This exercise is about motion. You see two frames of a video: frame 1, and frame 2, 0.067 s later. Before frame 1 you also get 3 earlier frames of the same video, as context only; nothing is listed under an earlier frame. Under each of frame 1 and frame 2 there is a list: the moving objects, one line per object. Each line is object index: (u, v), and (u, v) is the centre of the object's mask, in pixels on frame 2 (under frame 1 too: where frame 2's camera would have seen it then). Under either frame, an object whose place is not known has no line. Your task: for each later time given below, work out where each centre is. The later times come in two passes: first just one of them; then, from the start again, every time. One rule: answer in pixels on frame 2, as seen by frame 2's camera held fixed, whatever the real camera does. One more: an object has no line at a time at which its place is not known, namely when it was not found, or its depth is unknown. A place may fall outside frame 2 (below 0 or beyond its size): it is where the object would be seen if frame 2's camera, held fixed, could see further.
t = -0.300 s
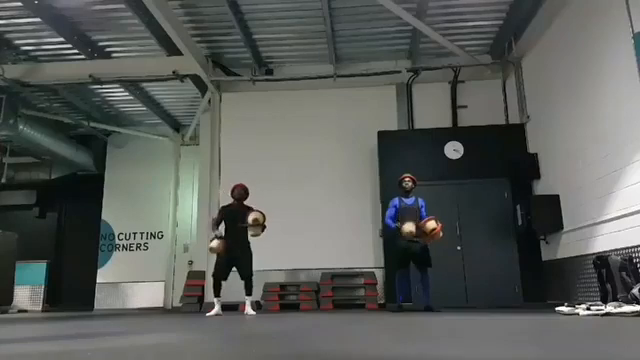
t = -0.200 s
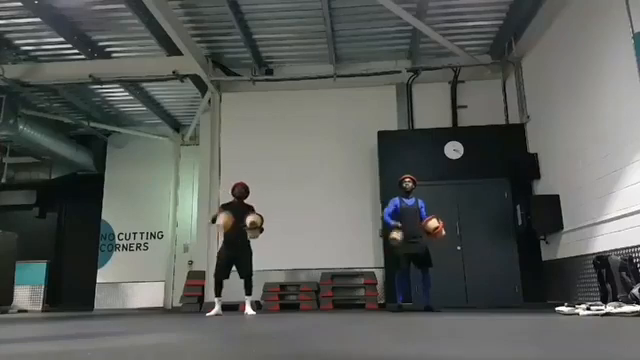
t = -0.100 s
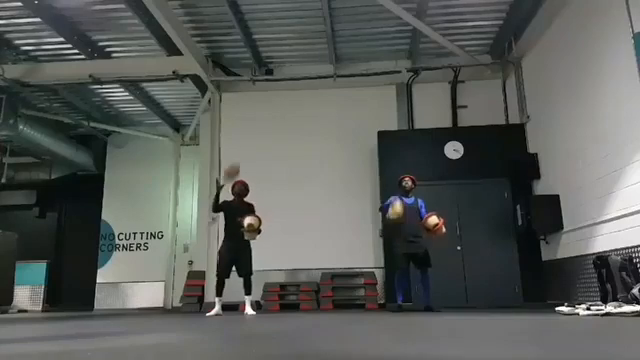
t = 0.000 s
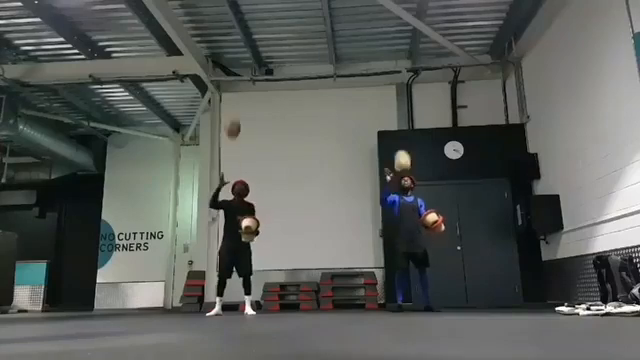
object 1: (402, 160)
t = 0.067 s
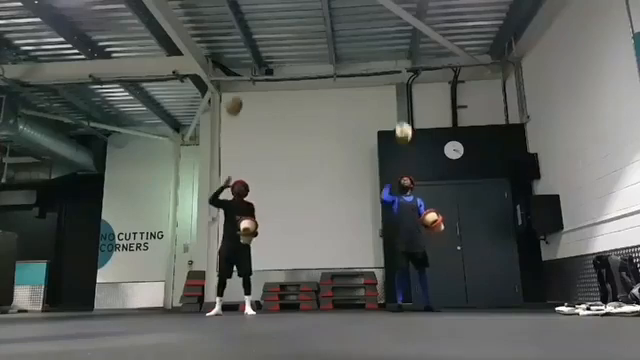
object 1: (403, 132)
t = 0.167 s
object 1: (405, 94)
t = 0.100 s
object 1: (404, 119)
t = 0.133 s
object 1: (406, 105)
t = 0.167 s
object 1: (405, 94)
